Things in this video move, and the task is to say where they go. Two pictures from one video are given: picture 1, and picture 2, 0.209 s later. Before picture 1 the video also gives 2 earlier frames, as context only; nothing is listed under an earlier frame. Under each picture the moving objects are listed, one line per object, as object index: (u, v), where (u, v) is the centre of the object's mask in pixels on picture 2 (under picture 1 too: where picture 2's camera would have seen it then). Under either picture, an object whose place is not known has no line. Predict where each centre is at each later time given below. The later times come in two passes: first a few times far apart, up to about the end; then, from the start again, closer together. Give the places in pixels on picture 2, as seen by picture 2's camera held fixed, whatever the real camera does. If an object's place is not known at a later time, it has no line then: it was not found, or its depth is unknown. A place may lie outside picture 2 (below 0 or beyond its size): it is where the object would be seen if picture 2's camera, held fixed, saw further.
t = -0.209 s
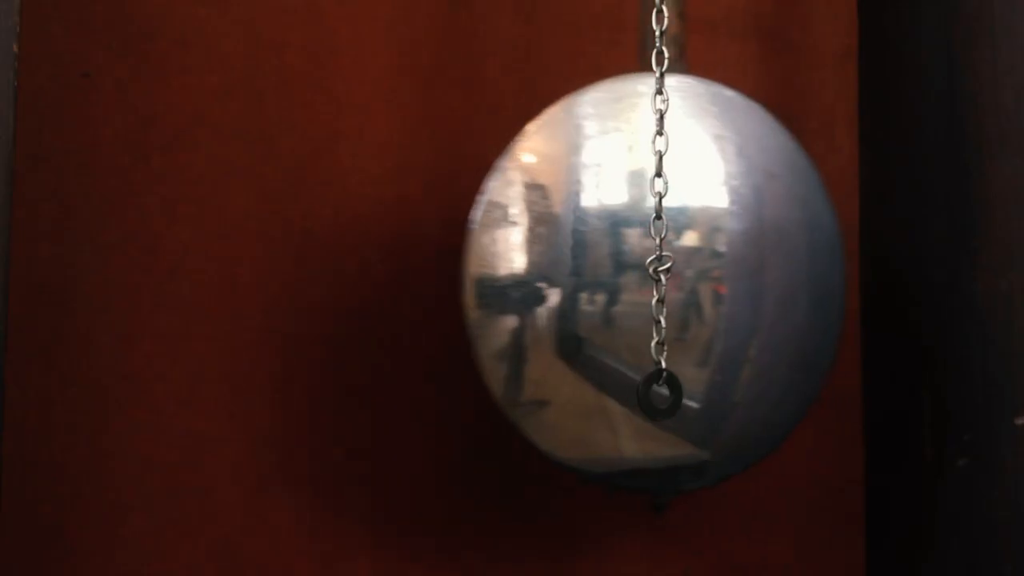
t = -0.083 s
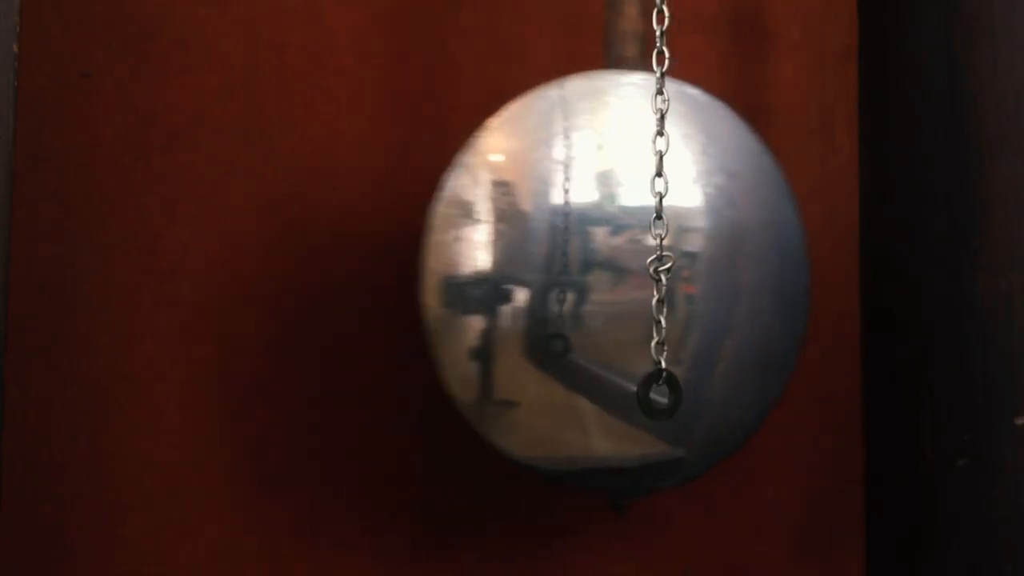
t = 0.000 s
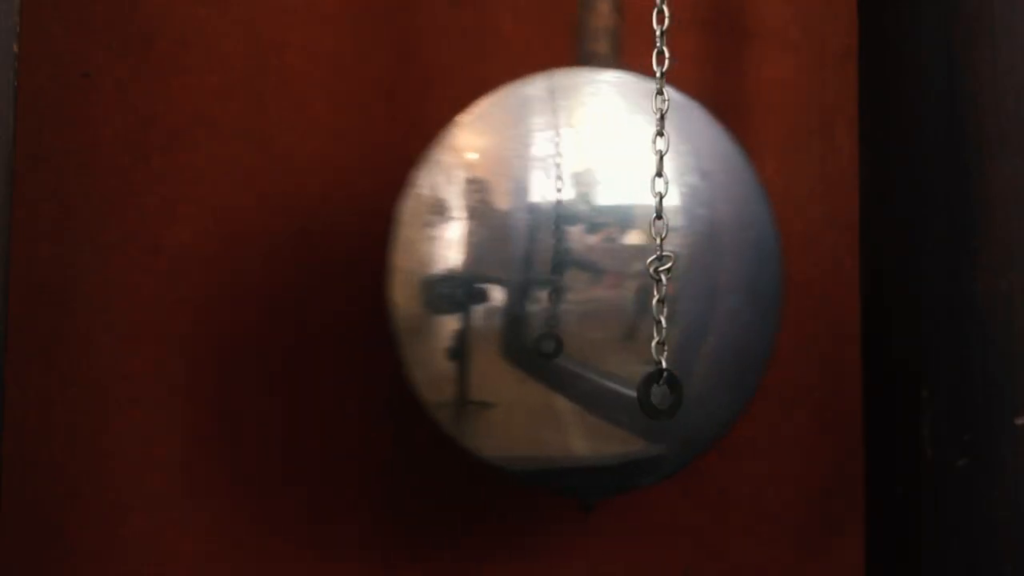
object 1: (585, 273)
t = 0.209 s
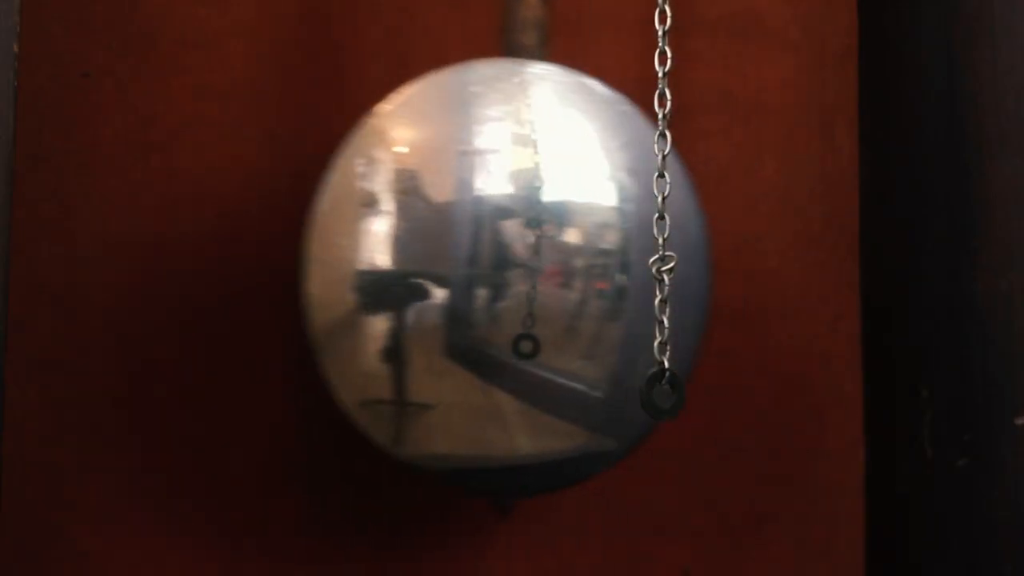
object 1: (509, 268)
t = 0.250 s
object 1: (495, 268)
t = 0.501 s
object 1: (417, 265)
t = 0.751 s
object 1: (394, 263)
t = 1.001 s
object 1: (445, 264)
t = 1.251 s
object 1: (518, 268)
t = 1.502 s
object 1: (611, 273)
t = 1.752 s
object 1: (681, 275)
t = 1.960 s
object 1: (702, 281)
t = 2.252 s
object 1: (672, 276)
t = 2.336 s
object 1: (652, 279)
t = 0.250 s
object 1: (495, 268)
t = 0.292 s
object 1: (482, 267)
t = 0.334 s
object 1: (471, 267)
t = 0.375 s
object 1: (461, 266)
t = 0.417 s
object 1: (450, 264)
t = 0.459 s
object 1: (427, 266)
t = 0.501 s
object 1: (417, 265)
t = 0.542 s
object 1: (408, 264)
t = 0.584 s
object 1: (403, 264)
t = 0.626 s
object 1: (398, 263)
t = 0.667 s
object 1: (394, 263)
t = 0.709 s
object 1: (393, 263)
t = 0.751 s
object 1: (394, 263)
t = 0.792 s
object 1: (396, 263)
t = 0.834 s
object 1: (399, 263)
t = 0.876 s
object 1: (405, 263)
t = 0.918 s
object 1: (413, 264)
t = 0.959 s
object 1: (422, 265)
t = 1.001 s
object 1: (445, 264)
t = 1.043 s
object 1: (455, 264)
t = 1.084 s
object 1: (465, 265)
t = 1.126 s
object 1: (477, 266)
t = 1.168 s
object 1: (489, 267)
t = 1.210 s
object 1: (503, 267)
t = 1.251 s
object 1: (518, 268)
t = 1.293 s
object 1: (533, 268)
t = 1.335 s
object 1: (549, 269)
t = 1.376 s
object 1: (565, 270)
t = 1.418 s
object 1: (581, 271)
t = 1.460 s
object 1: (596, 272)
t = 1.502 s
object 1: (611, 273)
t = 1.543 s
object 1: (625, 274)
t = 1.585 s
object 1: (638, 276)
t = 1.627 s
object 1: (650, 278)
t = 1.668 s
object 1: (662, 279)
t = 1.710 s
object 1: (672, 276)
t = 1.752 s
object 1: (681, 275)
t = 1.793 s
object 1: (688, 274)
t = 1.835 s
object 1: (694, 275)
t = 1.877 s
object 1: (699, 275)
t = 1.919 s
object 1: (702, 275)
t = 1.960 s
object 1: (702, 281)
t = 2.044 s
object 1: (701, 281)
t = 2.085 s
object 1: (698, 281)
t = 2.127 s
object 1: (693, 275)
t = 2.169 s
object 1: (687, 275)
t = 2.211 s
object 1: (681, 275)
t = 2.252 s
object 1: (672, 276)
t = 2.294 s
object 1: (662, 277)
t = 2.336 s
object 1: (652, 279)
